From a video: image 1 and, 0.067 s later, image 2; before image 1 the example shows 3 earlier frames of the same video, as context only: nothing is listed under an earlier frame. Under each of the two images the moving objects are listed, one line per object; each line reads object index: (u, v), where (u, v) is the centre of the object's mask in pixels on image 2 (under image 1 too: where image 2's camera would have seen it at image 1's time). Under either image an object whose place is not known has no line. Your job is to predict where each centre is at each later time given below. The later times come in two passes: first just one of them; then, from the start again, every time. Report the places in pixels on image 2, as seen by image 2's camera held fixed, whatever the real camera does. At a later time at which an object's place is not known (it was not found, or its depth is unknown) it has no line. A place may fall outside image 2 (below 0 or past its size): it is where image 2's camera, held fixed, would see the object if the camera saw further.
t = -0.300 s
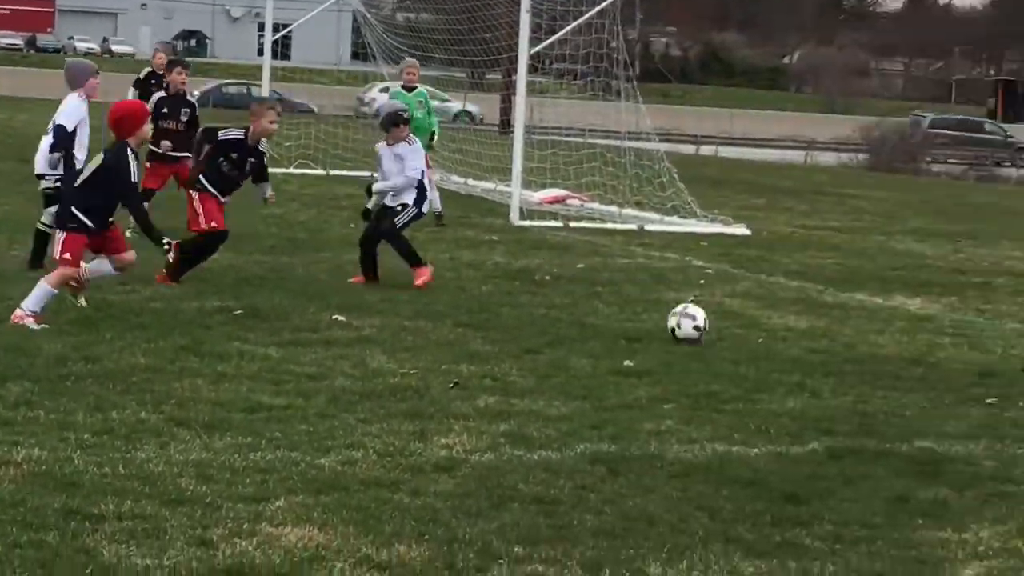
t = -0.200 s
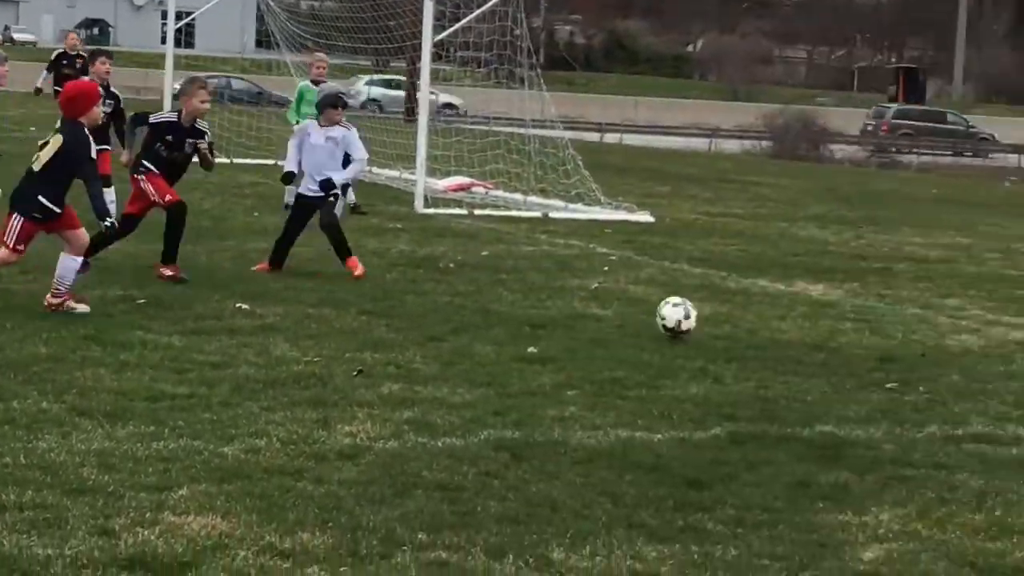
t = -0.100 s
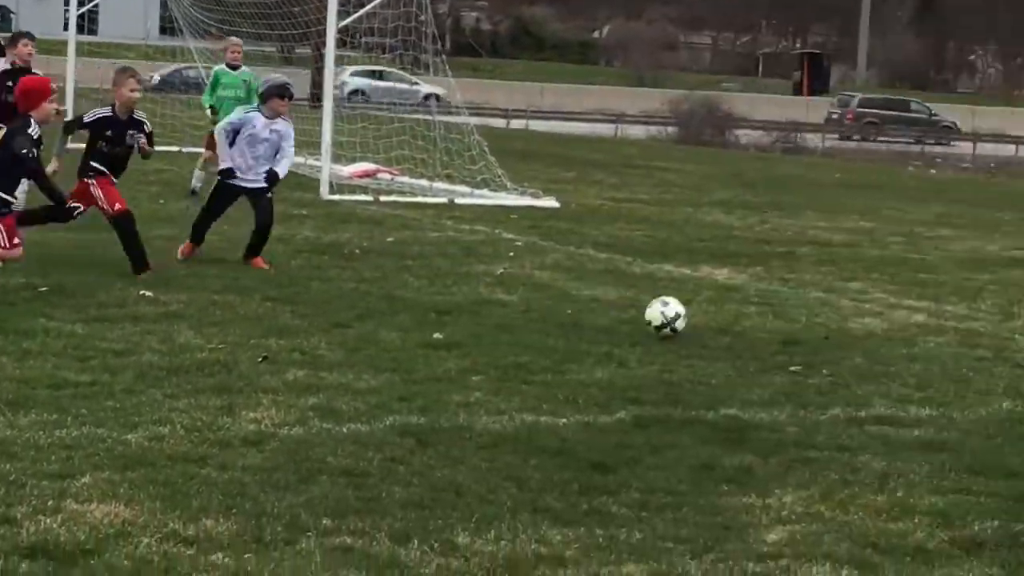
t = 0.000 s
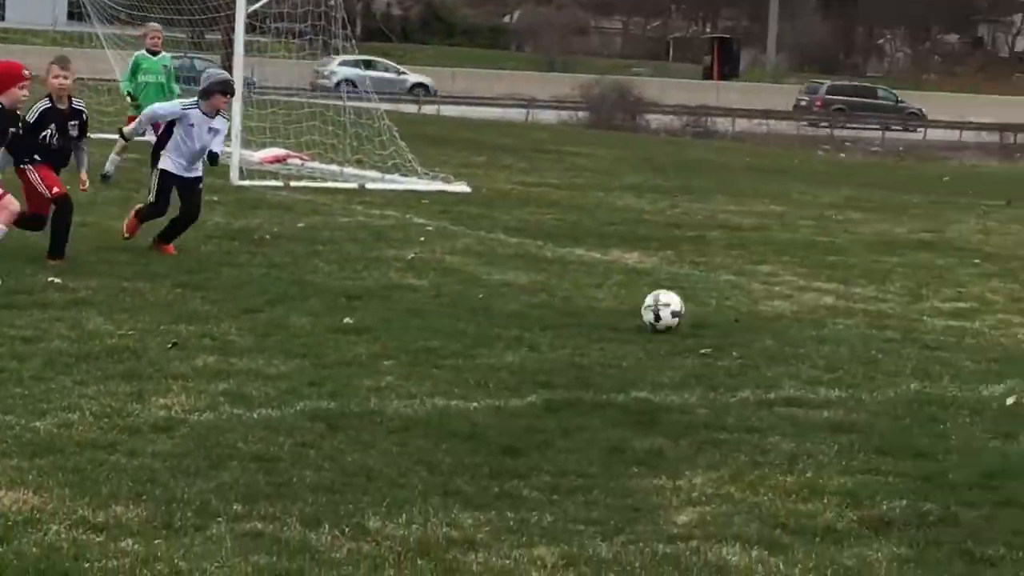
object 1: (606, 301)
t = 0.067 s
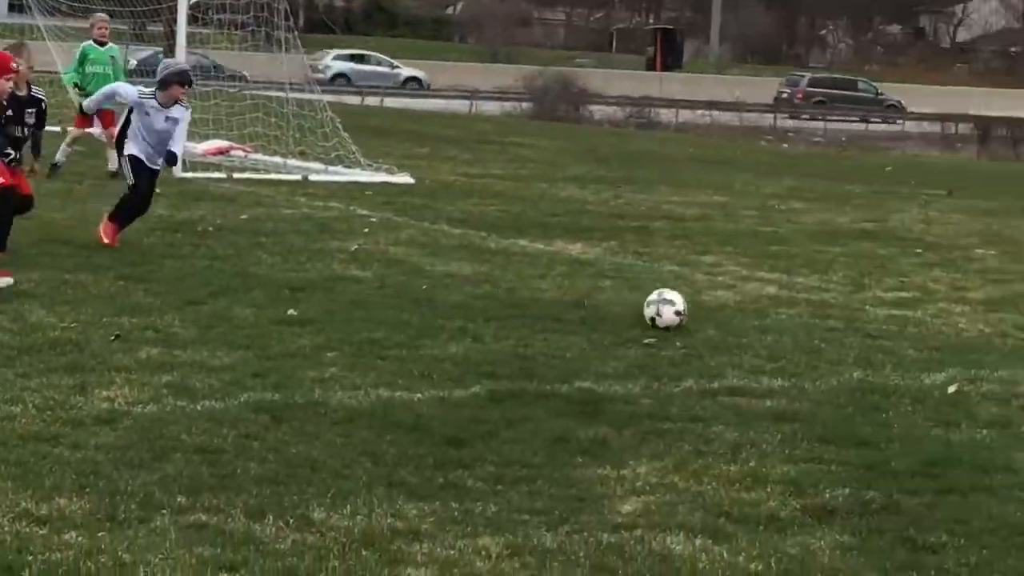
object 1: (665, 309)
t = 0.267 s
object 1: (838, 325)
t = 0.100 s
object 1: (695, 315)
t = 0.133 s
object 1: (724, 317)
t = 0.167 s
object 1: (754, 320)
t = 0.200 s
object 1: (781, 323)
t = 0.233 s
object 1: (810, 325)
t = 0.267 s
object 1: (838, 325)
